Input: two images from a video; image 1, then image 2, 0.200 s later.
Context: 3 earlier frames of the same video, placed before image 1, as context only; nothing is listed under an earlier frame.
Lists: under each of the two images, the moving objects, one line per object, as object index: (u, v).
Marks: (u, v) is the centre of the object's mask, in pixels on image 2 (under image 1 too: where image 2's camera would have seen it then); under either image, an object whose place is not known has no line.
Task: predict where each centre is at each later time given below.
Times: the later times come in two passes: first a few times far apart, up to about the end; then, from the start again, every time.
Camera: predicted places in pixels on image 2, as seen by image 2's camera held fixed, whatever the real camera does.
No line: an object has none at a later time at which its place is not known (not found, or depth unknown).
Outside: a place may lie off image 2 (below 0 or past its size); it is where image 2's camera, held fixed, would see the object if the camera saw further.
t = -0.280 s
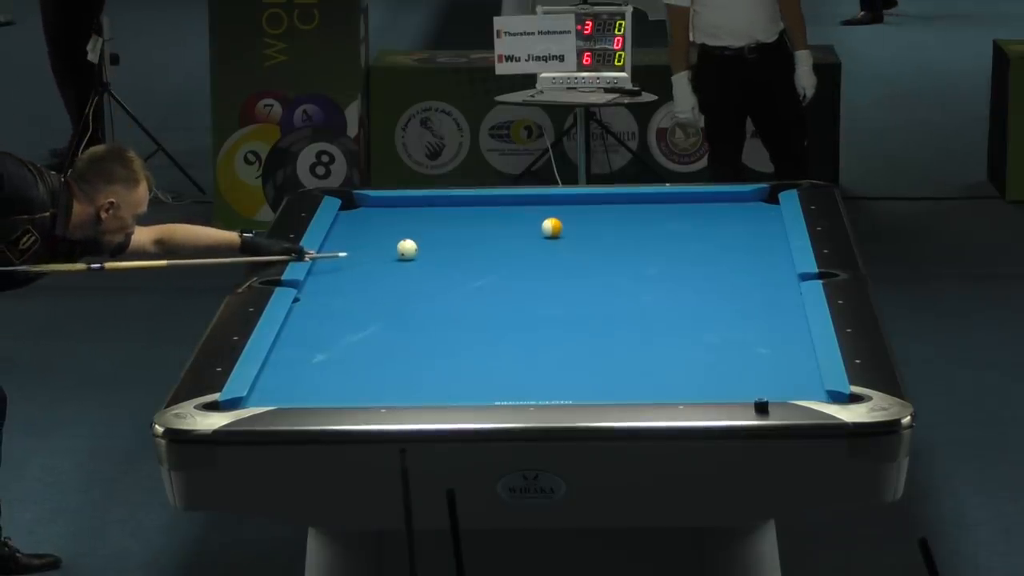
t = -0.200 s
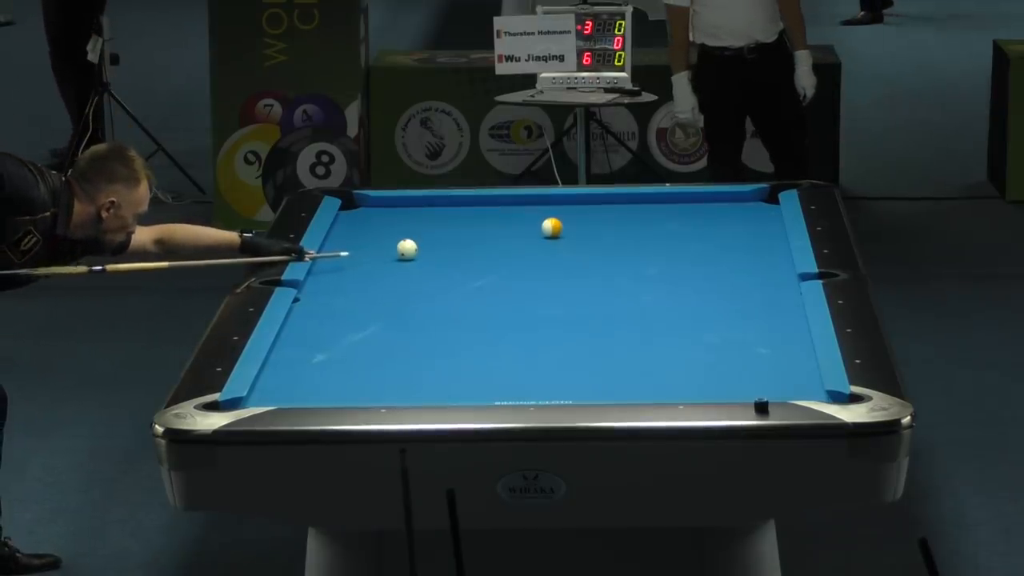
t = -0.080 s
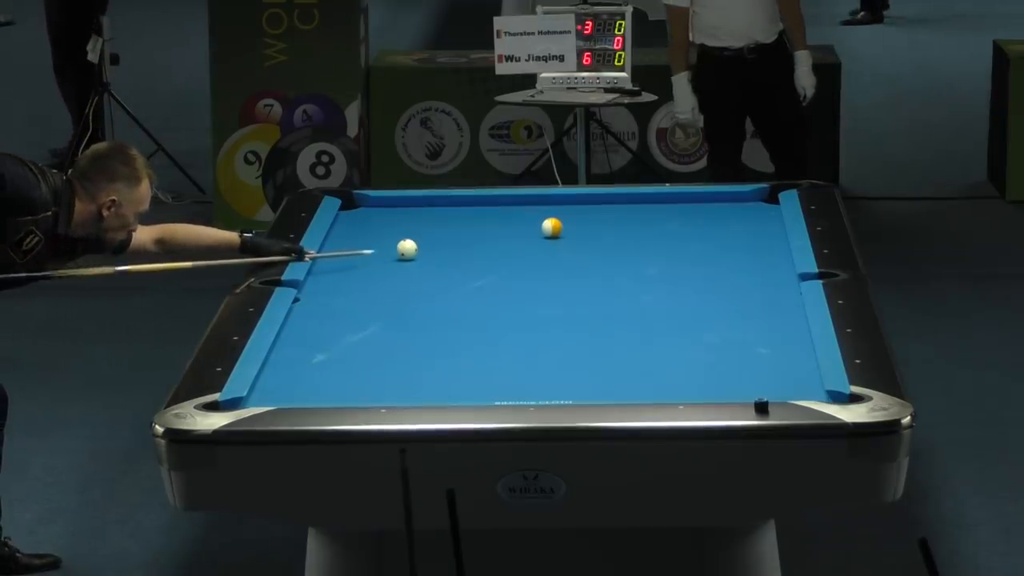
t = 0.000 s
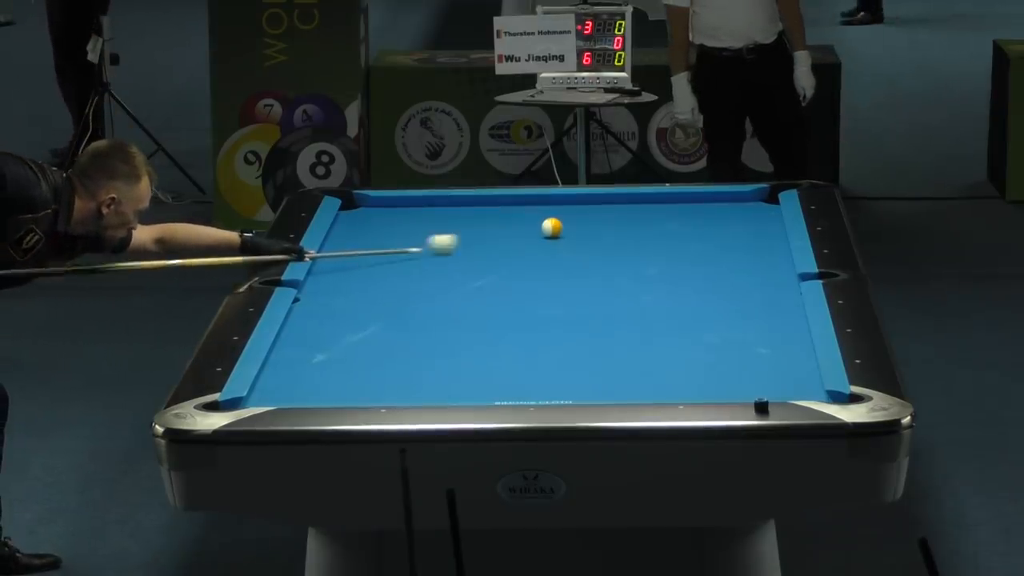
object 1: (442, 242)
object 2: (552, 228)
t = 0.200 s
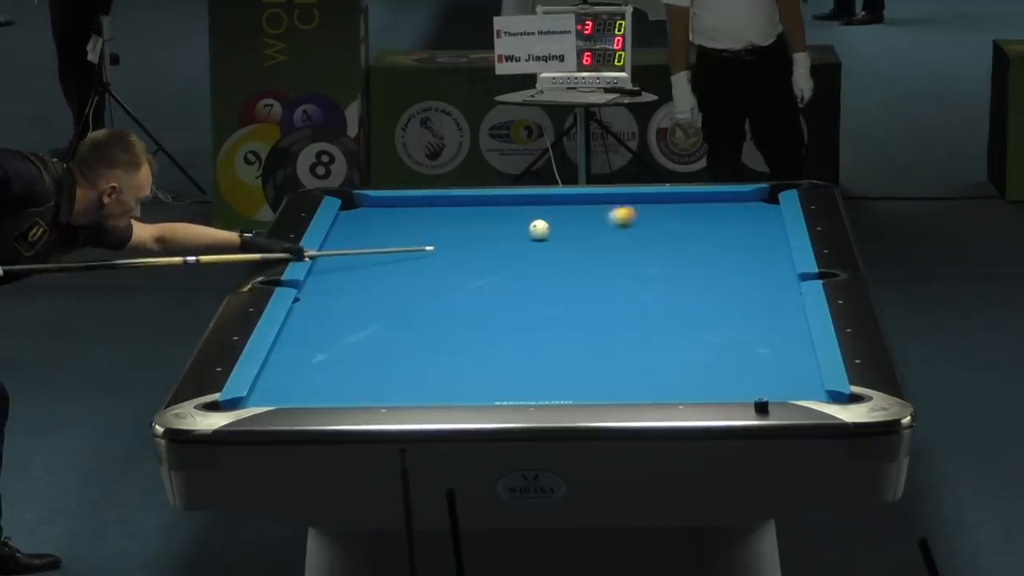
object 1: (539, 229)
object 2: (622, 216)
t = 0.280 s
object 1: (543, 229)
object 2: (676, 208)
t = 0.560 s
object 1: (554, 228)
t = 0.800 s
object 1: (562, 228)
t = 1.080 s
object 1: (570, 226)
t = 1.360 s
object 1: (575, 226)
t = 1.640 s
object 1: (578, 225)
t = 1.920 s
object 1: (580, 225)
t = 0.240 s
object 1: (541, 229)
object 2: (650, 212)
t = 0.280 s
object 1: (543, 229)
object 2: (676, 208)
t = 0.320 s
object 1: (544, 229)
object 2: (701, 204)
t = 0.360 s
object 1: (546, 229)
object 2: (724, 201)
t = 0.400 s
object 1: (548, 228)
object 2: (747, 198)
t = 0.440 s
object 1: (549, 228)
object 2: (767, 194)
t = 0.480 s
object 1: (551, 229)
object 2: (784, 189)
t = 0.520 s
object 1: (553, 228)
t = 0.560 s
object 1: (554, 228)
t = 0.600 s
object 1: (555, 228)
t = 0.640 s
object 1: (557, 228)
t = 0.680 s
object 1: (558, 227)
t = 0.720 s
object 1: (560, 228)
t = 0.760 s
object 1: (561, 228)
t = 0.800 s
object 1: (562, 228)
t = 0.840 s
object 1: (563, 227)
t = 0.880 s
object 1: (565, 227)
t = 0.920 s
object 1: (566, 226)
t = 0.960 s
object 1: (567, 227)
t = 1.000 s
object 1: (568, 226)
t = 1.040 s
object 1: (569, 226)
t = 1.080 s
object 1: (570, 226)
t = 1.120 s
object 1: (570, 226)
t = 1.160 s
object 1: (571, 226)
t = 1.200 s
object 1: (572, 226)
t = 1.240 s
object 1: (573, 226)
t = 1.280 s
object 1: (574, 226)
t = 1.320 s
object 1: (574, 226)
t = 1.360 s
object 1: (575, 226)
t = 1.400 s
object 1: (576, 226)
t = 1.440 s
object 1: (576, 225)
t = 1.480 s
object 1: (577, 225)
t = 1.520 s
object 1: (577, 225)
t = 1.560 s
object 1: (578, 225)
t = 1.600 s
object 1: (578, 225)
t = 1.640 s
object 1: (578, 225)
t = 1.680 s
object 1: (579, 225)
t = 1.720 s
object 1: (579, 225)
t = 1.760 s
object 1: (579, 225)
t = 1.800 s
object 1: (579, 225)
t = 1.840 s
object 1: (580, 225)
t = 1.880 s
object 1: (580, 225)
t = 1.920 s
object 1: (580, 225)
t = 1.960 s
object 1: (580, 225)
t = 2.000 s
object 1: (580, 225)
